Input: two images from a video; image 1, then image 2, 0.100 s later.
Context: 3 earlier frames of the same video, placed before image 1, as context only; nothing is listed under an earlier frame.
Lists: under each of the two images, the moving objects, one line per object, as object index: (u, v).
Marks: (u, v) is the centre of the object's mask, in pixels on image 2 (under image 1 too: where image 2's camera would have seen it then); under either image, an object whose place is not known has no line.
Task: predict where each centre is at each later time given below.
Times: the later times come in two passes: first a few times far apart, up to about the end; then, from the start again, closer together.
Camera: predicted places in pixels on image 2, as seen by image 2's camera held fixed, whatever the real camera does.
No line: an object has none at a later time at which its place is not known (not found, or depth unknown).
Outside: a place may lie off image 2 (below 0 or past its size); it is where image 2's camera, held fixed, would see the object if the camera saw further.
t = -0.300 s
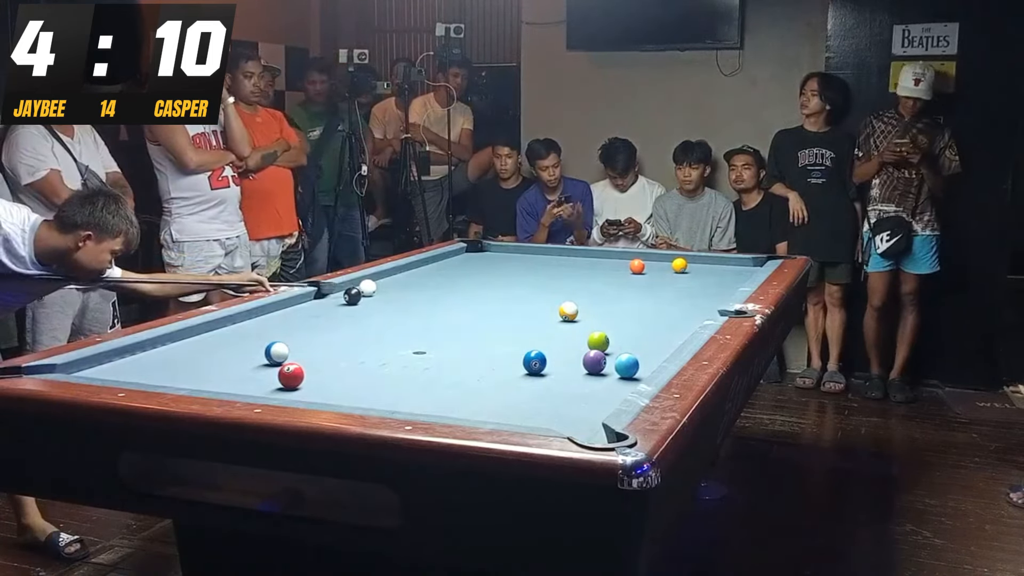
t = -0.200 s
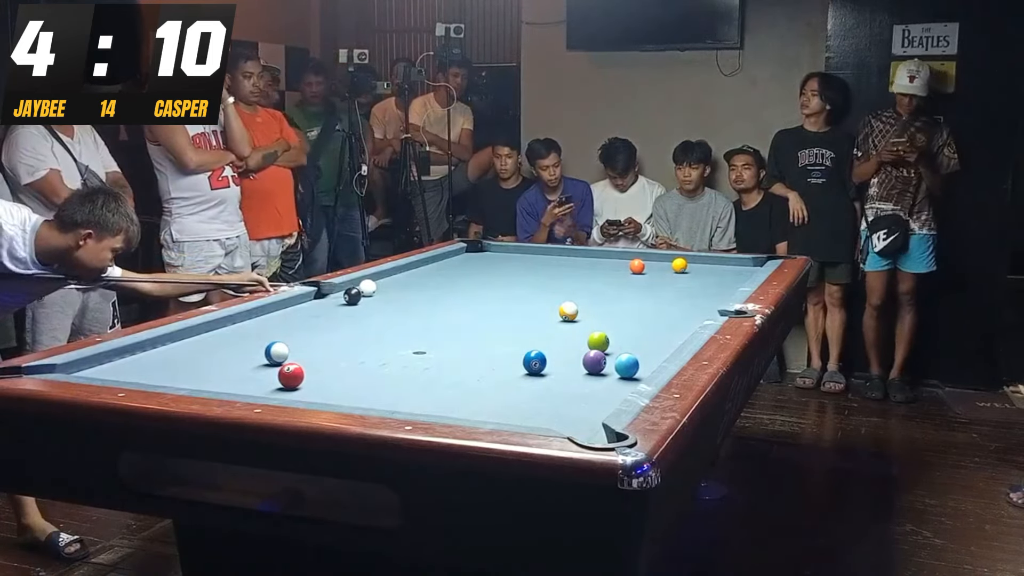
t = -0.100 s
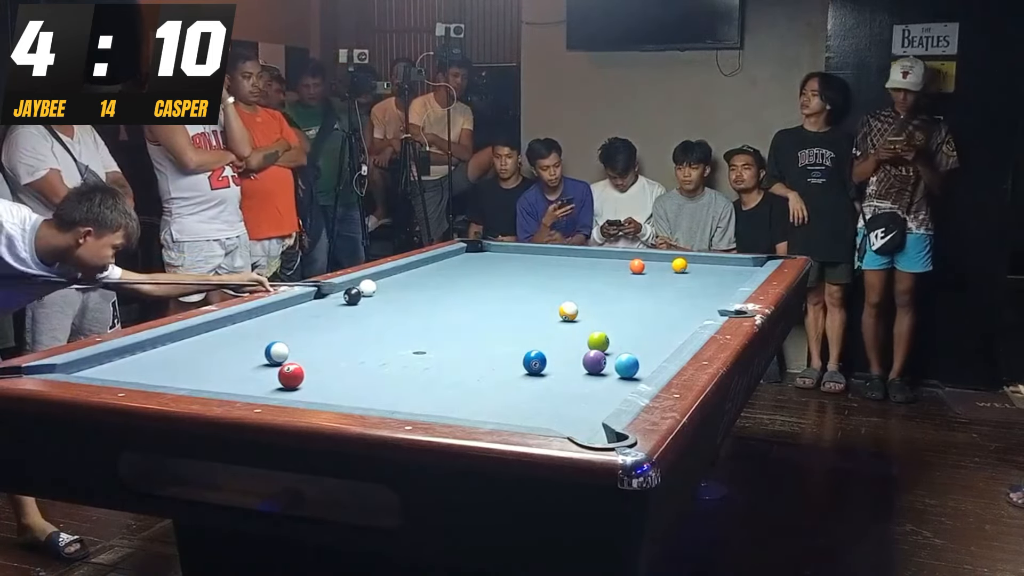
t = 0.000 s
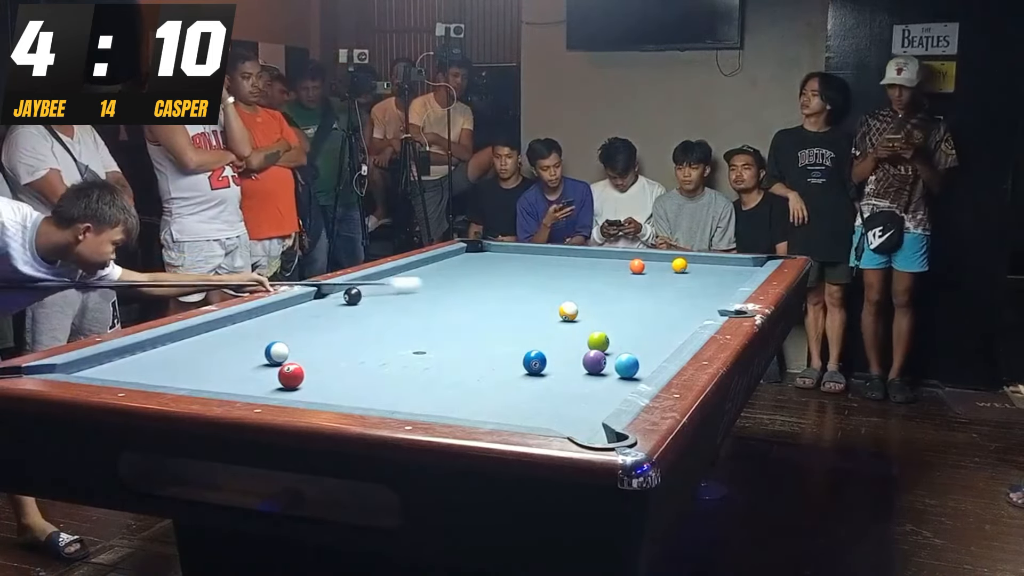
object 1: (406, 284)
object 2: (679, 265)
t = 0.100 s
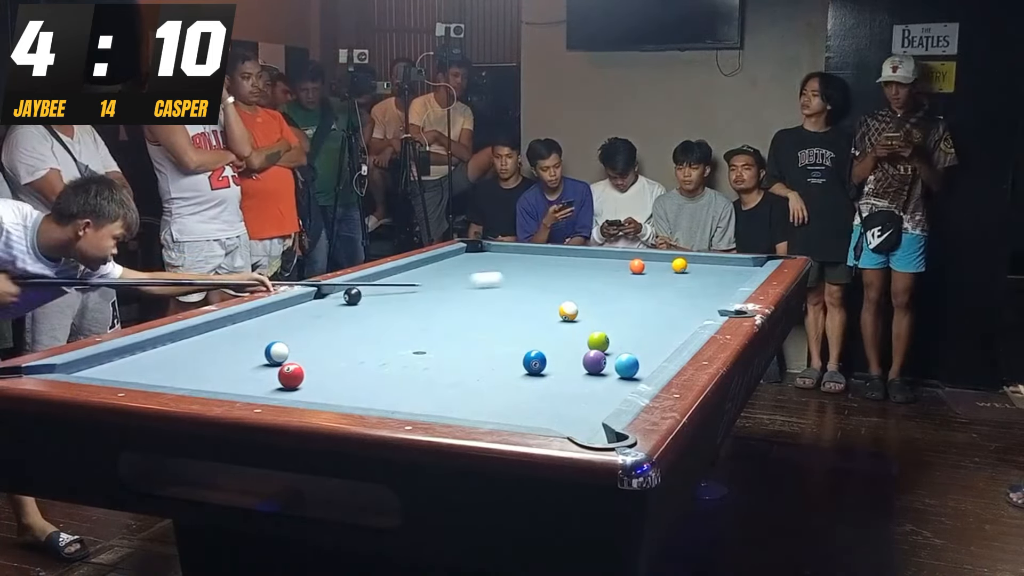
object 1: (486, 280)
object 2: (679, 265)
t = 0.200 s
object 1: (562, 275)
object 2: (679, 265)
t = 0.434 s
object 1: (703, 269)
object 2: (696, 258)
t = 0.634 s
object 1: (729, 269)
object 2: (706, 263)
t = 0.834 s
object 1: (715, 272)
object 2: (676, 264)
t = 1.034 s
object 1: (707, 276)
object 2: (644, 262)
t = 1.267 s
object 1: (699, 280)
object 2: (603, 264)
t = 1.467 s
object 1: (692, 284)
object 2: (572, 264)
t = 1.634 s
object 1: (686, 287)
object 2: (548, 263)
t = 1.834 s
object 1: (679, 290)
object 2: (518, 263)
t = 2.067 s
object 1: (671, 294)
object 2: (486, 263)
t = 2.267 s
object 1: (664, 298)
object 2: (460, 262)
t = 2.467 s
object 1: (657, 301)
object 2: (434, 262)
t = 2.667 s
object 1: (651, 304)
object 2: (431, 263)
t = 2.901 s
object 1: (644, 308)
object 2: (443, 264)
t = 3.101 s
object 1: (639, 311)
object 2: (453, 264)
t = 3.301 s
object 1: (635, 314)
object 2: (461, 265)
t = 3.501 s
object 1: (632, 317)
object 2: (470, 266)
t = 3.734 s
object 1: (629, 320)
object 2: (478, 267)
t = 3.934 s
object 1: (627, 322)
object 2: (484, 268)
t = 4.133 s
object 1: (625, 324)
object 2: (490, 268)
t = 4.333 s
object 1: (623, 326)
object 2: (495, 269)
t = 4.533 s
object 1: (620, 327)
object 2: (499, 269)
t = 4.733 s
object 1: (618, 328)
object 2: (501, 269)
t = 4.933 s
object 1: (616, 329)
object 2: (504, 270)
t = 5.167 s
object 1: (613, 329)
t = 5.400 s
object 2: (505, 269)
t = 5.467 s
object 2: (505, 270)
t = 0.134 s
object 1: (512, 278)
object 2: (679, 265)
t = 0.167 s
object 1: (537, 276)
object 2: (679, 265)
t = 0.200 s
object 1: (562, 275)
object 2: (679, 265)
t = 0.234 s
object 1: (586, 273)
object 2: (679, 265)
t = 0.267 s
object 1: (610, 272)
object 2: (679, 265)
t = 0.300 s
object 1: (632, 269)
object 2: (679, 265)
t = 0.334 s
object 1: (657, 268)
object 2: (679, 265)
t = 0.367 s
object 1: (676, 267)
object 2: (686, 262)
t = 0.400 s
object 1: (689, 268)
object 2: (690, 258)
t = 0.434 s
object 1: (703, 269)
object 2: (696, 258)
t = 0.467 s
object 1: (717, 270)
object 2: (703, 258)
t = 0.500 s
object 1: (732, 271)
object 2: (705, 259)
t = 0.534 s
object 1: (746, 271)
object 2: (705, 260)
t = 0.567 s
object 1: (746, 270)
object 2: (705, 261)
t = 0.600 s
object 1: (737, 270)
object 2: (706, 262)
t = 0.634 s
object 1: (729, 269)
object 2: (706, 263)
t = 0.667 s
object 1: (721, 268)
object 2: (705, 264)
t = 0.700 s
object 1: (716, 269)
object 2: (702, 264)
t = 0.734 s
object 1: (717, 270)
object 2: (695, 265)
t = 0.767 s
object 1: (717, 270)
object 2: (688, 264)
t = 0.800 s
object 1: (716, 271)
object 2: (681, 264)
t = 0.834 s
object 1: (715, 272)
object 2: (676, 264)
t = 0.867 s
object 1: (713, 272)
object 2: (670, 264)
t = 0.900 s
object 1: (712, 273)
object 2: (664, 264)
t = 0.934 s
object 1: (711, 273)
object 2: (658, 264)
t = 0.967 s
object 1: (710, 274)
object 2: (653, 264)
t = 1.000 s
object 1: (708, 275)
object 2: (648, 263)
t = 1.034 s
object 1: (707, 276)
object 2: (644, 262)
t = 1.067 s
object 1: (706, 276)
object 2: (635, 259)
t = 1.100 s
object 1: (705, 277)
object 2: (628, 262)
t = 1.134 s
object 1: (704, 278)
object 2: (624, 264)
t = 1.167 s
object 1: (703, 278)
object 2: (619, 264)
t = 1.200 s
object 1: (701, 279)
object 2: (614, 264)
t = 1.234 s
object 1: (700, 279)
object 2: (609, 264)
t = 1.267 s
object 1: (699, 280)
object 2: (603, 264)
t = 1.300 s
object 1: (698, 281)
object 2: (598, 264)
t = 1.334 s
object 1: (697, 281)
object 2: (593, 264)
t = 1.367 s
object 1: (695, 282)
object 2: (588, 264)
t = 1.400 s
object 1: (694, 282)
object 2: (583, 264)
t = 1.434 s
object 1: (693, 283)
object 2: (577, 263)
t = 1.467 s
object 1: (692, 284)
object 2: (572, 264)
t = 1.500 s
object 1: (691, 284)
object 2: (567, 263)
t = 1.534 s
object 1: (689, 285)
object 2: (562, 263)
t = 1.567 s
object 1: (688, 286)
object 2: (557, 263)
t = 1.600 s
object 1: (687, 286)
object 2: (552, 263)
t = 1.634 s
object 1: (686, 287)
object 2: (548, 263)
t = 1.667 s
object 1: (685, 287)
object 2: (542, 263)
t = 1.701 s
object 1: (683, 288)
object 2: (538, 263)
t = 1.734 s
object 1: (682, 288)
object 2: (532, 263)
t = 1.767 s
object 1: (681, 289)
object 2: (527, 263)
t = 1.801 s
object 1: (680, 290)
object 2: (523, 263)
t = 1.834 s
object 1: (679, 290)
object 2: (518, 263)
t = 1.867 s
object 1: (678, 291)
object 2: (514, 263)
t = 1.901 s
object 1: (676, 291)
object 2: (509, 263)
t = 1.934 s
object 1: (675, 292)
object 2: (504, 263)
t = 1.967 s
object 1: (674, 293)
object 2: (499, 263)
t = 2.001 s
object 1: (673, 293)
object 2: (495, 263)
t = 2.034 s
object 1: (672, 294)
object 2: (490, 263)
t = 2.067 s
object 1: (671, 294)
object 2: (486, 263)
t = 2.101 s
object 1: (669, 295)
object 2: (481, 263)
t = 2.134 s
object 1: (669, 296)
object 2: (477, 263)
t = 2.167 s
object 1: (667, 296)
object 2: (472, 263)
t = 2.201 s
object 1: (666, 297)
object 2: (468, 262)
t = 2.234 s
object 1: (665, 297)
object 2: (464, 262)
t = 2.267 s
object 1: (664, 298)
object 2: (460, 262)
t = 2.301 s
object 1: (663, 299)
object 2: (456, 262)
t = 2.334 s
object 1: (662, 299)
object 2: (451, 262)
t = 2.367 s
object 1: (661, 300)
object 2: (446, 262)
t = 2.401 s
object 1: (660, 300)
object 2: (442, 262)
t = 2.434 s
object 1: (658, 301)
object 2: (438, 262)
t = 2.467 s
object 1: (657, 301)
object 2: (434, 262)
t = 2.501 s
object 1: (656, 302)
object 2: (430, 262)
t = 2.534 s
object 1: (655, 302)
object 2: (426, 262)
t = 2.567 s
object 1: (654, 303)
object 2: (426, 262)
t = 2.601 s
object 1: (653, 303)
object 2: (428, 262)
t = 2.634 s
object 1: (652, 304)
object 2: (429, 262)
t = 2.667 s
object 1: (651, 304)
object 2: (431, 263)
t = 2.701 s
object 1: (650, 305)
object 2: (433, 263)
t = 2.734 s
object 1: (649, 305)
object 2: (435, 263)
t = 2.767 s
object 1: (648, 306)
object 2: (436, 263)
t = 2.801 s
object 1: (647, 307)
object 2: (438, 263)
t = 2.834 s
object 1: (646, 307)
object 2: (440, 263)
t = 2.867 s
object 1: (645, 308)
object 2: (441, 264)
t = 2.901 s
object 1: (644, 308)
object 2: (443, 264)
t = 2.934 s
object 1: (643, 309)
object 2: (445, 264)
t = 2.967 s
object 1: (642, 309)
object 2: (446, 264)
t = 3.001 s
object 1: (642, 310)
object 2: (448, 264)
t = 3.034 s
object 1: (641, 310)
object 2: (449, 264)
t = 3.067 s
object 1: (640, 311)
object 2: (451, 265)
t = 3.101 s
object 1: (639, 311)
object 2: (453, 264)
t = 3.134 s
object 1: (639, 312)
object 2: (454, 265)
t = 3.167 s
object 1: (638, 312)
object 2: (456, 265)
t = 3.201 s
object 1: (638, 313)
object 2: (457, 265)
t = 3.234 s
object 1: (637, 313)
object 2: (458, 265)
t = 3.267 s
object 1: (636, 313)
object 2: (460, 265)
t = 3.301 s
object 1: (635, 314)
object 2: (461, 265)
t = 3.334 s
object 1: (635, 314)
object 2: (463, 266)
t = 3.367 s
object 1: (634, 315)
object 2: (464, 266)
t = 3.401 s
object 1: (634, 315)
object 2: (465, 266)
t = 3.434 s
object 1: (633, 316)
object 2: (467, 266)
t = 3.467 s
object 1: (633, 316)
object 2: (468, 266)
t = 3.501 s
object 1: (632, 317)
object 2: (470, 266)
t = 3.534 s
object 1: (632, 317)
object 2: (471, 267)
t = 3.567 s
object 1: (631, 318)
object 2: (472, 267)
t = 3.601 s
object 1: (631, 318)
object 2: (473, 267)
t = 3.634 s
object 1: (630, 319)
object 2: (475, 267)
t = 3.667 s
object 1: (630, 319)
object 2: (476, 267)
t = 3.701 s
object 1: (630, 320)
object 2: (477, 267)
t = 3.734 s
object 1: (629, 320)
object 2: (478, 267)
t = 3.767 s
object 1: (629, 320)
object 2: (479, 268)
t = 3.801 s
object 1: (628, 321)
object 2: (480, 268)
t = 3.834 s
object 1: (628, 321)
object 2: (481, 268)
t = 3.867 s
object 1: (628, 321)
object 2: (482, 268)
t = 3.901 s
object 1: (628, 322)
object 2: (483, 268)
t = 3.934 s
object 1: (627, 322)
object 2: (484, 268)
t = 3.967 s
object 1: (627, 323)
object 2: (485, 268)
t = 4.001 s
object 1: (627, 323)
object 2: (486, 268)
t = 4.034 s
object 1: (627, 323)
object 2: (487, 268)
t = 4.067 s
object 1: (626, 324)
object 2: (488, 268)
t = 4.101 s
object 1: (626, 324)
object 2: (489, 268)
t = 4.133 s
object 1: (625, 324)
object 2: (490, 268)
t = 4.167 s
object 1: (625, 325)
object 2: (491, 268)
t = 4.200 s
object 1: (624, 325)
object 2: (492, 269)
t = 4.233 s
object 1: (624, 325)
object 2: (492, 269)
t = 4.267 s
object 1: (624, 325)
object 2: (493, 269)
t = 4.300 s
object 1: (623, 326)
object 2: (494, 269)
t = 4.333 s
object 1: (623, 326)
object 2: (495, 269)
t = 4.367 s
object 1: (622, 326)
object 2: (495, 269)
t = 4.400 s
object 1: (622, 326)
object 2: (496, 269)
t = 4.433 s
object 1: (621, 327)
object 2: (497, 269)
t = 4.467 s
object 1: (621, 327)
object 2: (497, 269)
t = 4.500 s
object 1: (621, 327)
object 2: (498, 269)
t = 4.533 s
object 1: (620, 327)
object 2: (499, 269)
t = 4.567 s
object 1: (620, 327)
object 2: (499, 269)
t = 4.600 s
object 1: (619, 328)
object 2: (500, 269)
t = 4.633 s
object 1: (619, 328)
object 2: (500, 269)
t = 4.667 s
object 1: (619, 328)
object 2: (501, 269)
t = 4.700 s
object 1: (619, 328)
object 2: (501, 269)
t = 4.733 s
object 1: (618, 328)
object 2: (501, 269)
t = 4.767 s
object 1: (618, 328)
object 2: (502, 269)
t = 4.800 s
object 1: (618, 328)
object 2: (502, 269)
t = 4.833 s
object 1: (617, 329)
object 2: (503, 269)
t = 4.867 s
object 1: (617, 329)
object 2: (503, 270)
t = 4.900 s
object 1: (616, 329)
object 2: (503, 270)
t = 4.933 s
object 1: (616, 329)
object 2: (504, 270)
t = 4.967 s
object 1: (615, 329)
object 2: (504, 270)
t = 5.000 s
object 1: (615, 329)
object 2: (504, 270)
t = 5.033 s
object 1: (615, 329)
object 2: (504, 270)
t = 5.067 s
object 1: (615, 329)
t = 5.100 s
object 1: (615, 330)
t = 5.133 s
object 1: (614, 329)
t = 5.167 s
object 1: (613, 329)
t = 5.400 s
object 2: (505, 269)
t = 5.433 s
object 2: (505, 270)
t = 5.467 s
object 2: (505, 270)
